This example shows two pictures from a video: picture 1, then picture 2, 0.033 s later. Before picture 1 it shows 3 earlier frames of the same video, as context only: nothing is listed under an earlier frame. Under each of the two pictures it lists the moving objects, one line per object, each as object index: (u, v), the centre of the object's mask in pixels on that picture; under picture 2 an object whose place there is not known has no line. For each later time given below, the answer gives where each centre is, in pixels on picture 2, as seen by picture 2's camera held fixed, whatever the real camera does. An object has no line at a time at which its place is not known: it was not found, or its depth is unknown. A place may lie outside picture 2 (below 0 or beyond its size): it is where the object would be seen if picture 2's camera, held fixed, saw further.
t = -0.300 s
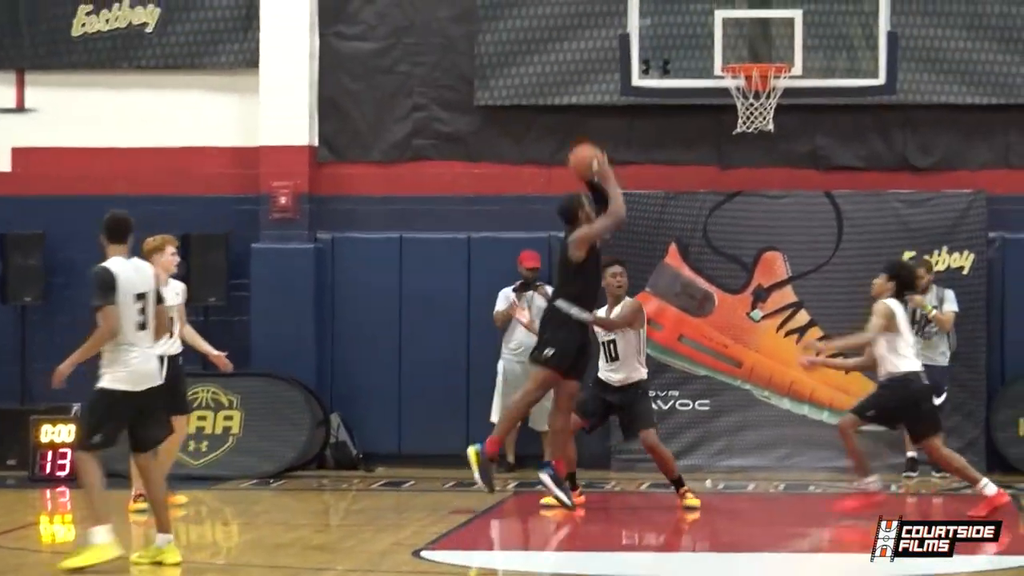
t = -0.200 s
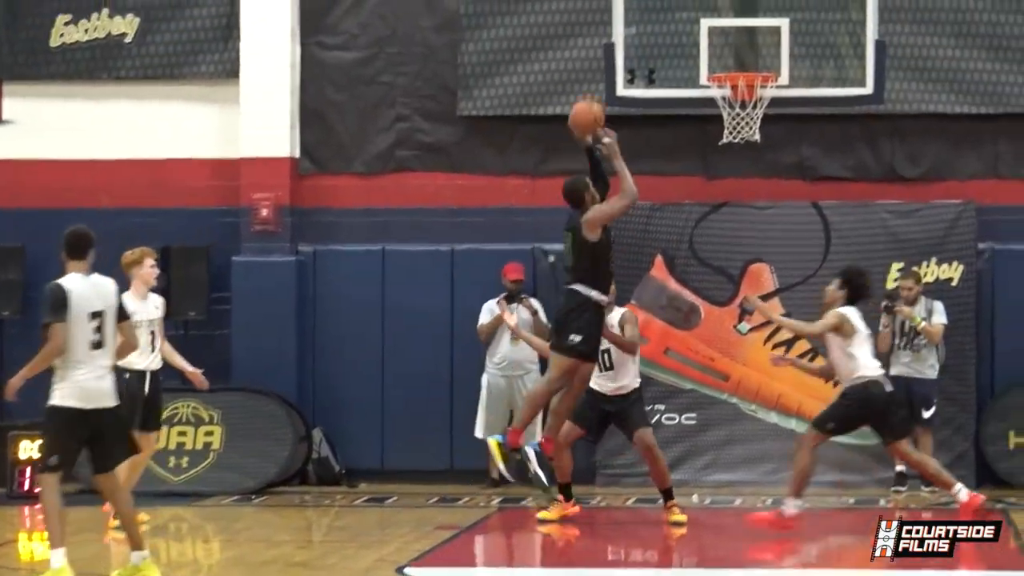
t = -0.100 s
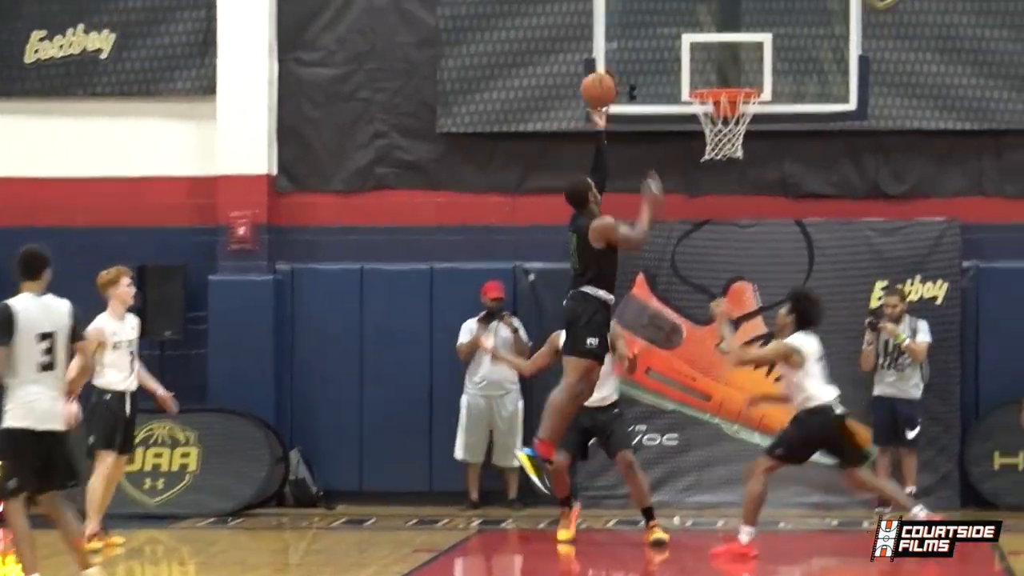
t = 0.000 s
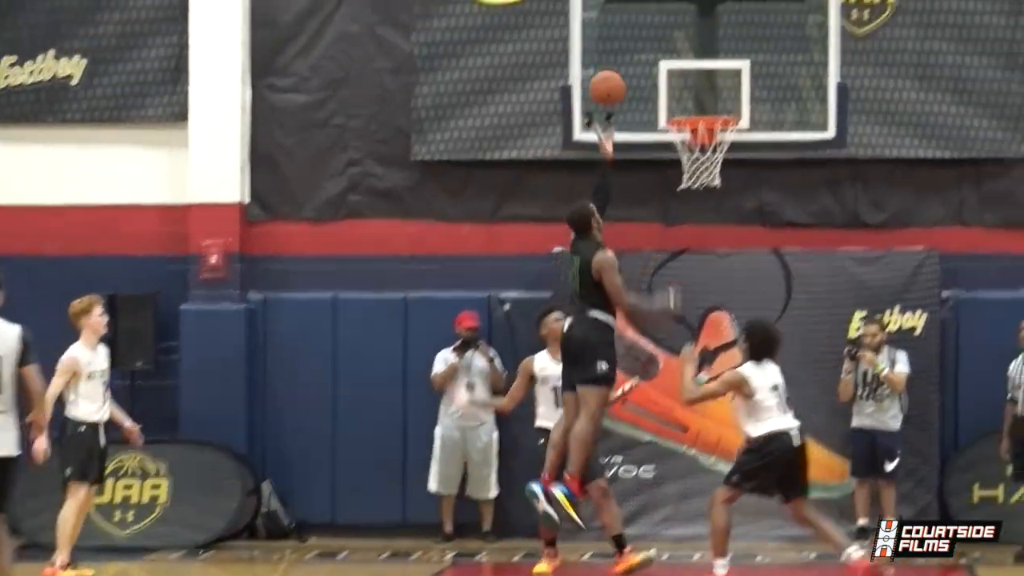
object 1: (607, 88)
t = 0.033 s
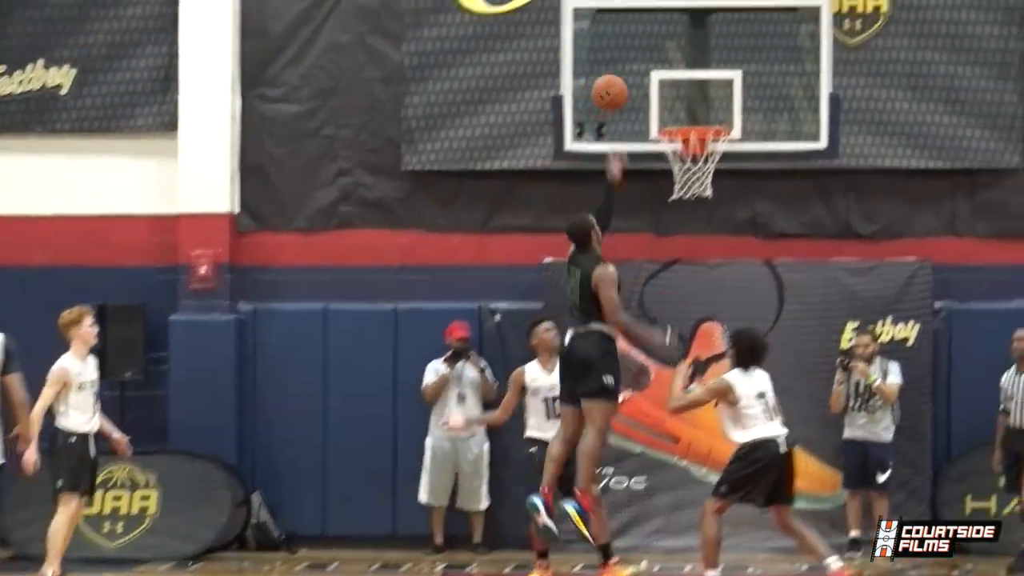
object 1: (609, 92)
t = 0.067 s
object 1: (621, 88)
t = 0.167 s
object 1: (655, 84)
